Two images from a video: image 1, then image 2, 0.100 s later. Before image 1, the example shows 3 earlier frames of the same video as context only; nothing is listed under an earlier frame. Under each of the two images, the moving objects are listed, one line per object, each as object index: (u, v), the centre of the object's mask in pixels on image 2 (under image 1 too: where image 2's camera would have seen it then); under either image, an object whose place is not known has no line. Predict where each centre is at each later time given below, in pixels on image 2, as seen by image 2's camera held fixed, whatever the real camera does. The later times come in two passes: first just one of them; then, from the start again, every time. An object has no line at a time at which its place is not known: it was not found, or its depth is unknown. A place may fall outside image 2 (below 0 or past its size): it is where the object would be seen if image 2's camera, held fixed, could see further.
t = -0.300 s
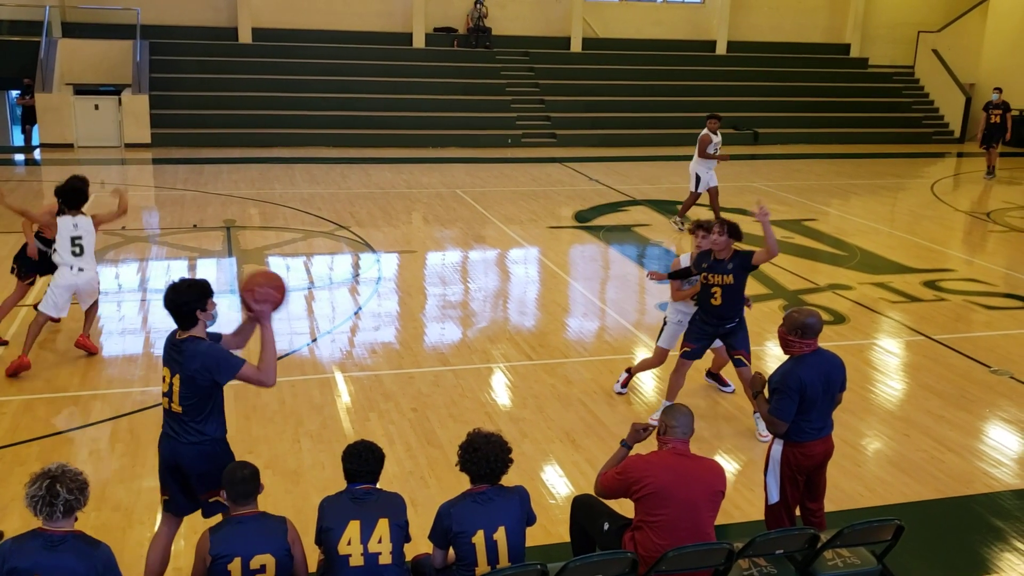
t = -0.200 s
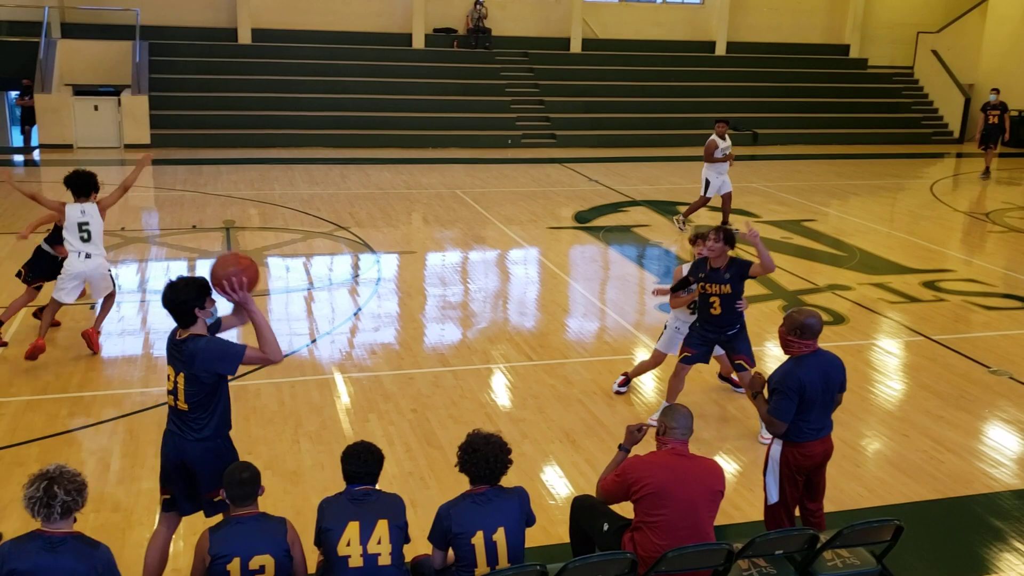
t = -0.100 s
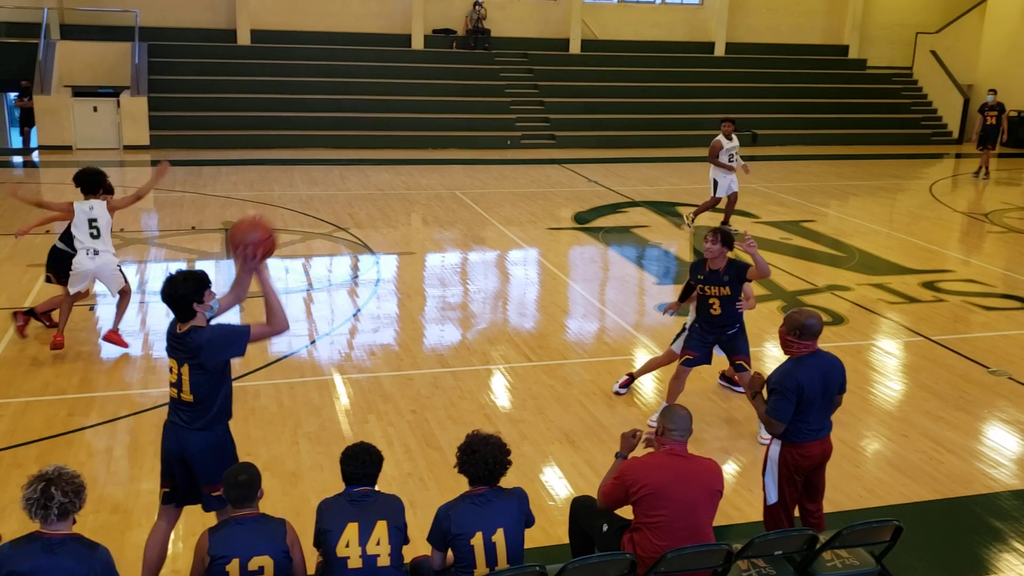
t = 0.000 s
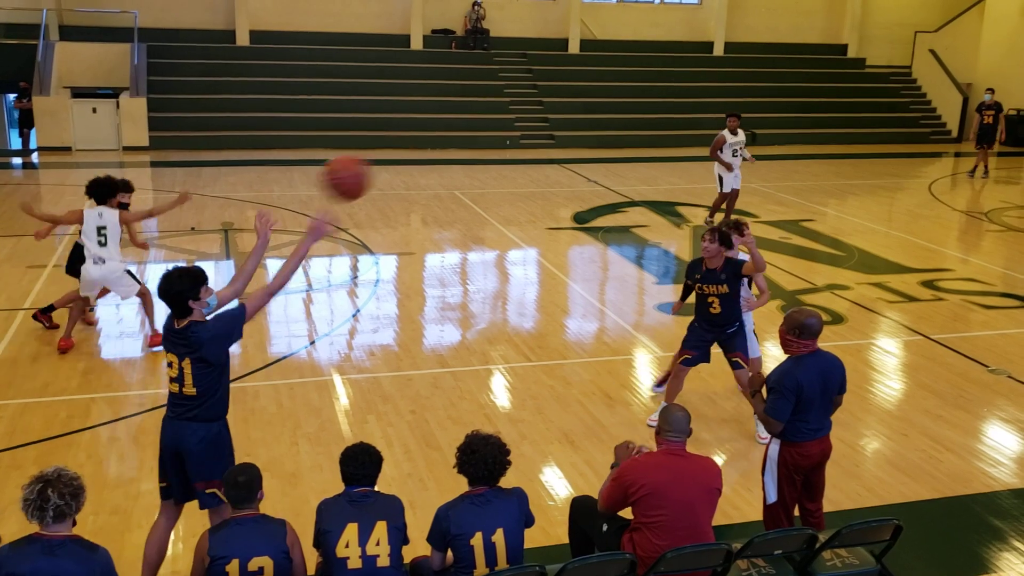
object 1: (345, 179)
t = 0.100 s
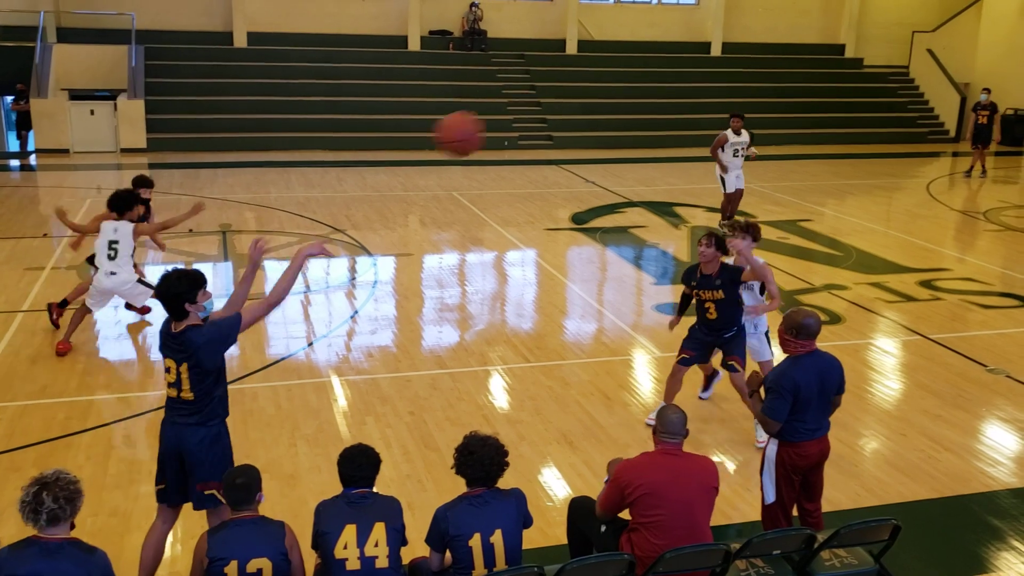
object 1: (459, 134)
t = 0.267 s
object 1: (630, 104)
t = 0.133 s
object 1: (496, 124)
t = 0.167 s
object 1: (531, 116)
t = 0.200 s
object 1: (566, 110)
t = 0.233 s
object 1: (598, 106)
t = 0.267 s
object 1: (630, 104)
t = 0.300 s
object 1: (662, 104)
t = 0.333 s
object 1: (692, 106)
